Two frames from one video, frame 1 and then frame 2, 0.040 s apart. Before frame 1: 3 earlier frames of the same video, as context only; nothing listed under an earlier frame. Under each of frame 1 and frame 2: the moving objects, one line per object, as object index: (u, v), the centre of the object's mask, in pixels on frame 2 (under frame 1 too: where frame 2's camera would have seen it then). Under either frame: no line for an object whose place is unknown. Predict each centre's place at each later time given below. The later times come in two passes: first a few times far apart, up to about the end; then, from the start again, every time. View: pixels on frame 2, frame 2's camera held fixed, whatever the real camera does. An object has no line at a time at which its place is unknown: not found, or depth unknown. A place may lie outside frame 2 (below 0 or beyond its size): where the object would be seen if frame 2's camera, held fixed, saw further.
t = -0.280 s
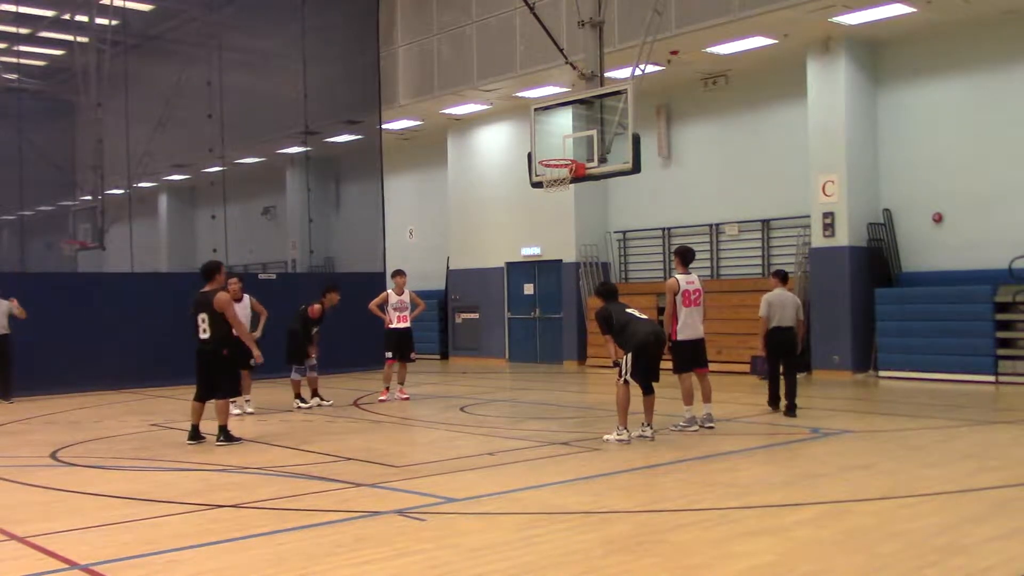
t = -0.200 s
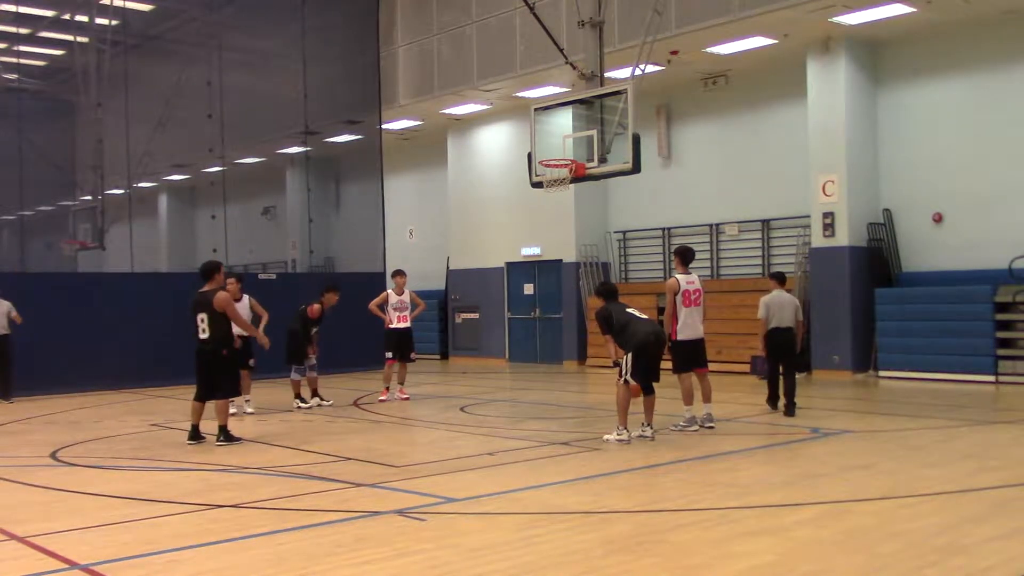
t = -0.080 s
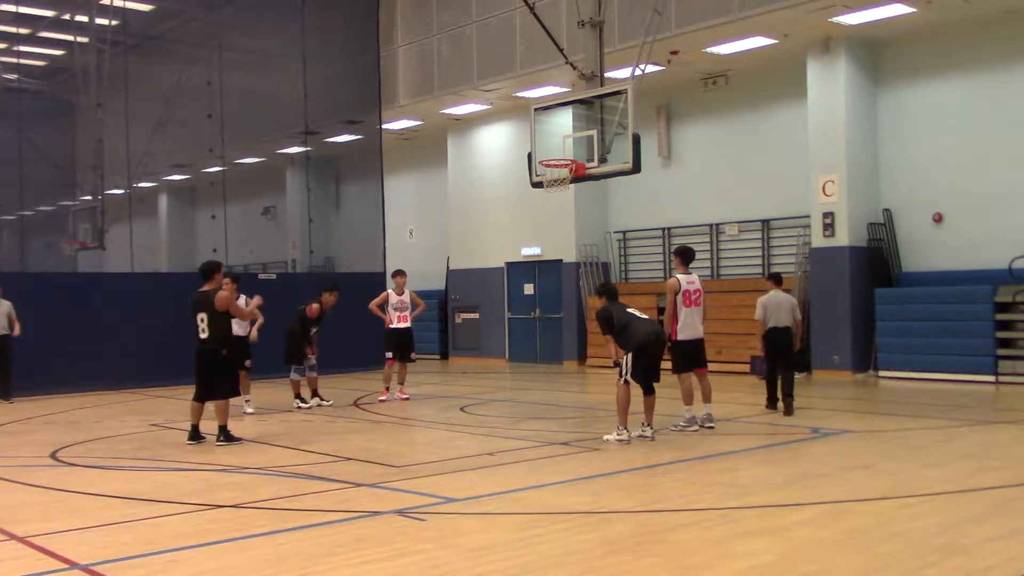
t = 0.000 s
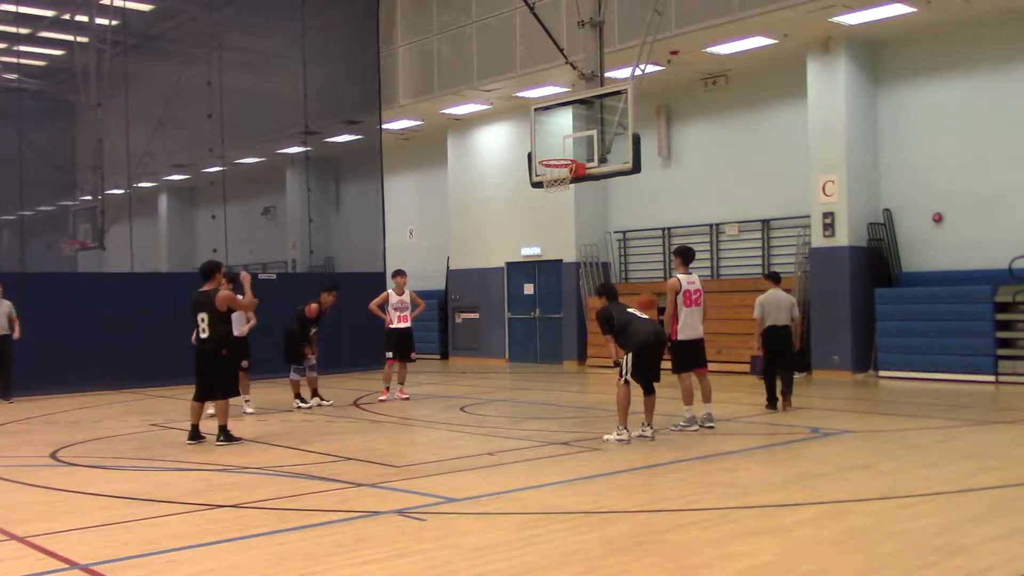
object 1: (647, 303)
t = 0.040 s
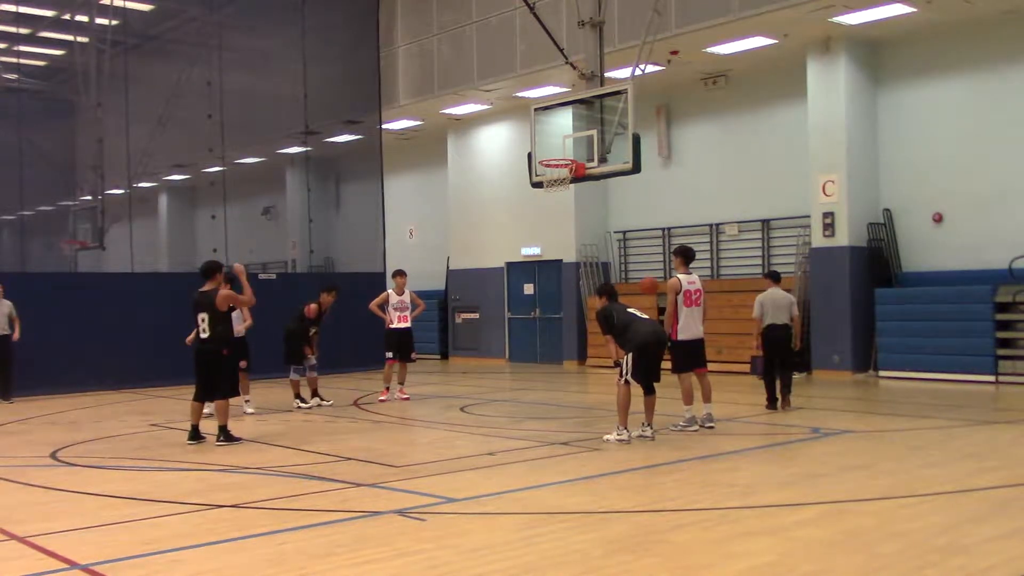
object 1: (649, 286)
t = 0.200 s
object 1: (658, 232)
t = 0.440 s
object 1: (674, 189)
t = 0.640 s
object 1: (688, 186)
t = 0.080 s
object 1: (651, 270)
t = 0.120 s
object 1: (654, 256)
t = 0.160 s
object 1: (656, 244)
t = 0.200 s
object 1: (658, 232)
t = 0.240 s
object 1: (661, 222)
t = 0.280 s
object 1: (664, 213)
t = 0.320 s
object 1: (666, 205)
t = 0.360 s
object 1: (669, 199)
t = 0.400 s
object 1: (672, 193)
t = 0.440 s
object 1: (674, 189)
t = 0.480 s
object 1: (677, 186)
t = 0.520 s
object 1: (680, 185)
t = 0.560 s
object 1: (683, 184)
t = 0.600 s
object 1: (685, 185)
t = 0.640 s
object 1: (688, 186)
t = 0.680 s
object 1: (691, 189)
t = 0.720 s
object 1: (694, 193)
